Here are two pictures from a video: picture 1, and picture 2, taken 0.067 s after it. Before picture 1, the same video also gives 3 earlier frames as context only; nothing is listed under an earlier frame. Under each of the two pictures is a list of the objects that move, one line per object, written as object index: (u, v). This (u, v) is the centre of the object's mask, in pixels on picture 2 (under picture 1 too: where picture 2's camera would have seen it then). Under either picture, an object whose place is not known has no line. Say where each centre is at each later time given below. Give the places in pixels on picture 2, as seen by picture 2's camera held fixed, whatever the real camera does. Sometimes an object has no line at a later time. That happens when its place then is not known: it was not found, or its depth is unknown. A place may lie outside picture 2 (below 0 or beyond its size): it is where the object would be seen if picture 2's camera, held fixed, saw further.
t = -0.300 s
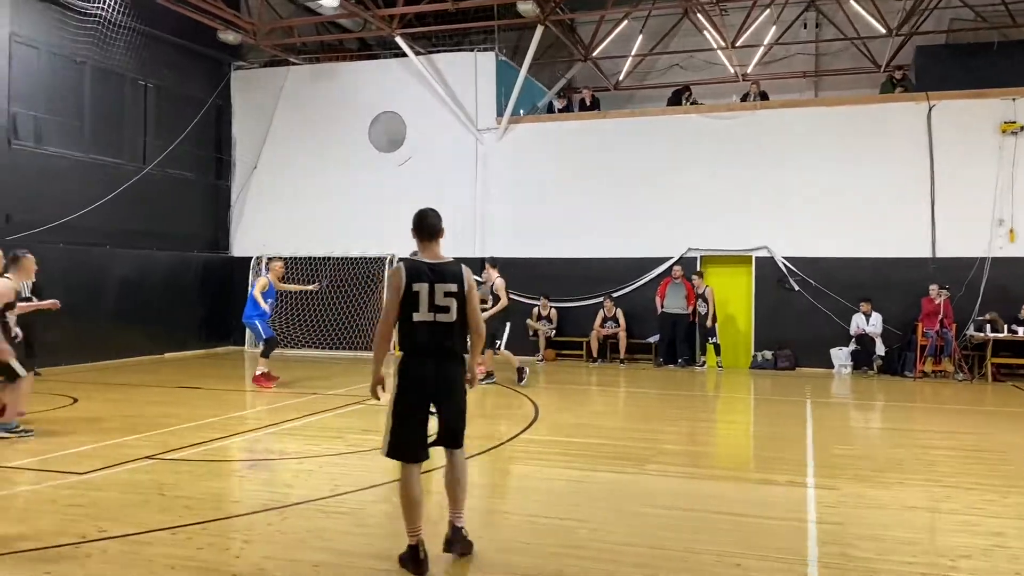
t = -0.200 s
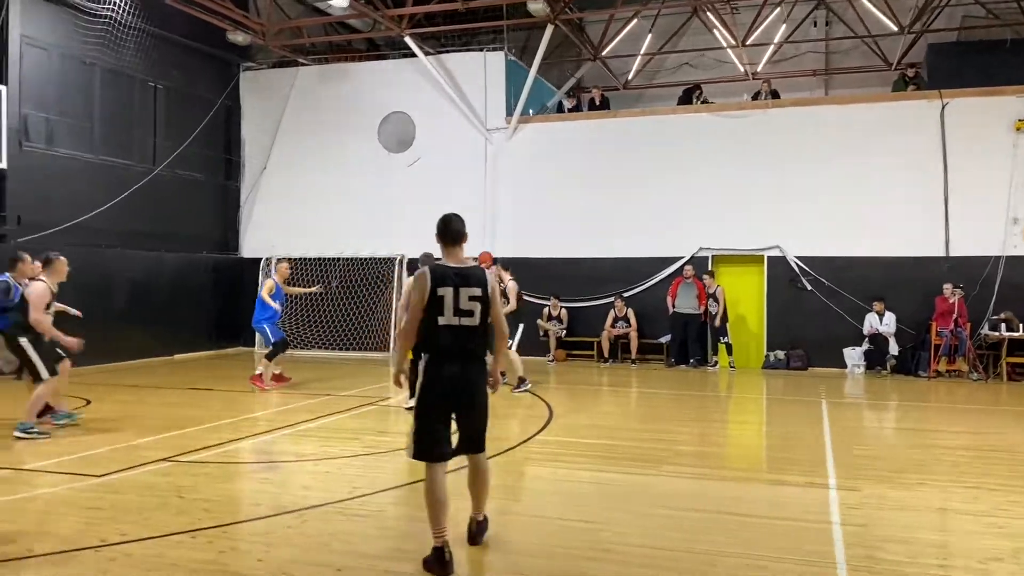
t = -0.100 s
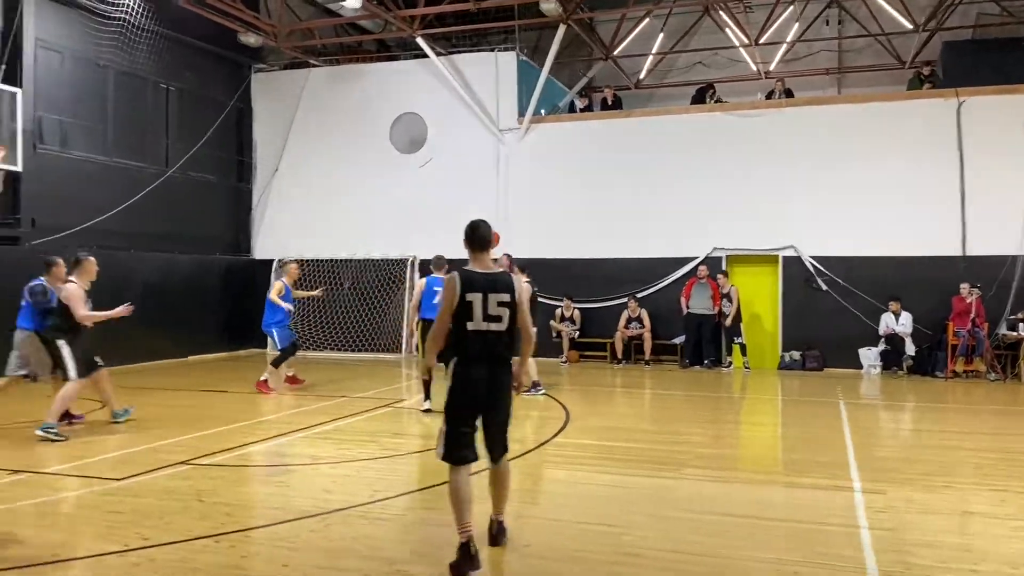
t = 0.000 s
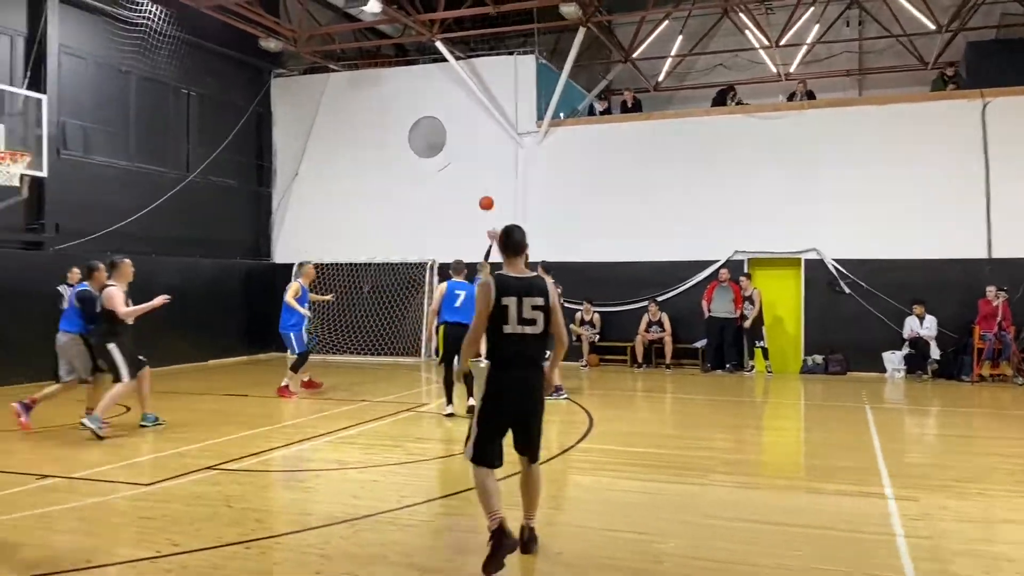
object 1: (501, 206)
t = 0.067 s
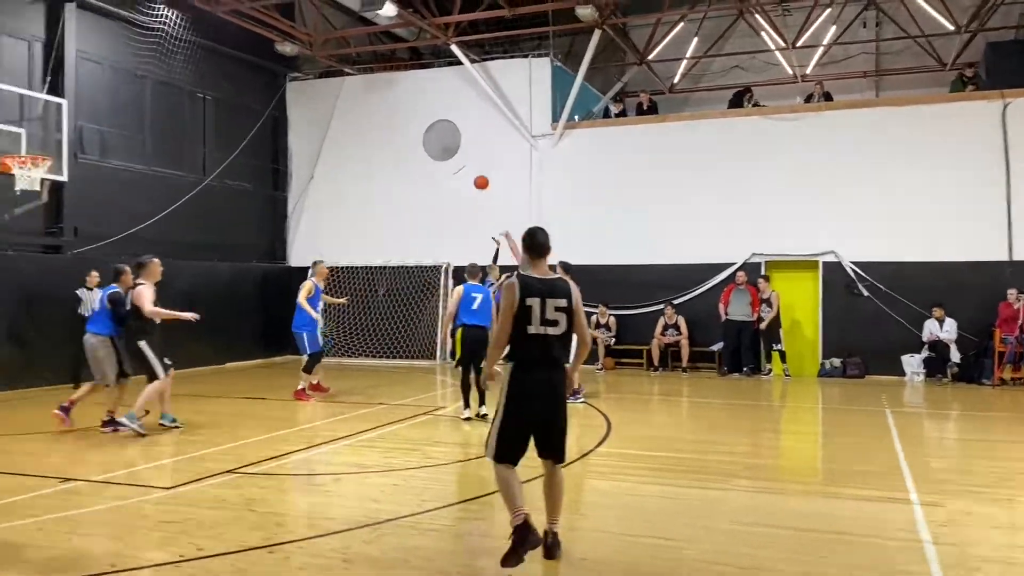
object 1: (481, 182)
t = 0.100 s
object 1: (471, 170)
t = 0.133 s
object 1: (461, 160)
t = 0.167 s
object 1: (451, 149)
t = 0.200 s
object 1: (441, 138)
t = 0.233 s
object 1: (430, 130)
